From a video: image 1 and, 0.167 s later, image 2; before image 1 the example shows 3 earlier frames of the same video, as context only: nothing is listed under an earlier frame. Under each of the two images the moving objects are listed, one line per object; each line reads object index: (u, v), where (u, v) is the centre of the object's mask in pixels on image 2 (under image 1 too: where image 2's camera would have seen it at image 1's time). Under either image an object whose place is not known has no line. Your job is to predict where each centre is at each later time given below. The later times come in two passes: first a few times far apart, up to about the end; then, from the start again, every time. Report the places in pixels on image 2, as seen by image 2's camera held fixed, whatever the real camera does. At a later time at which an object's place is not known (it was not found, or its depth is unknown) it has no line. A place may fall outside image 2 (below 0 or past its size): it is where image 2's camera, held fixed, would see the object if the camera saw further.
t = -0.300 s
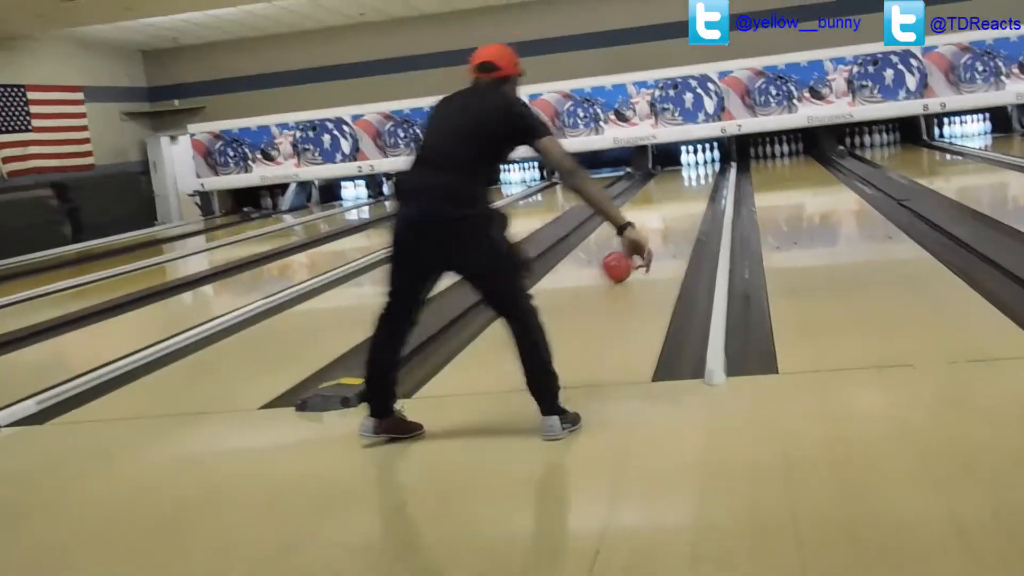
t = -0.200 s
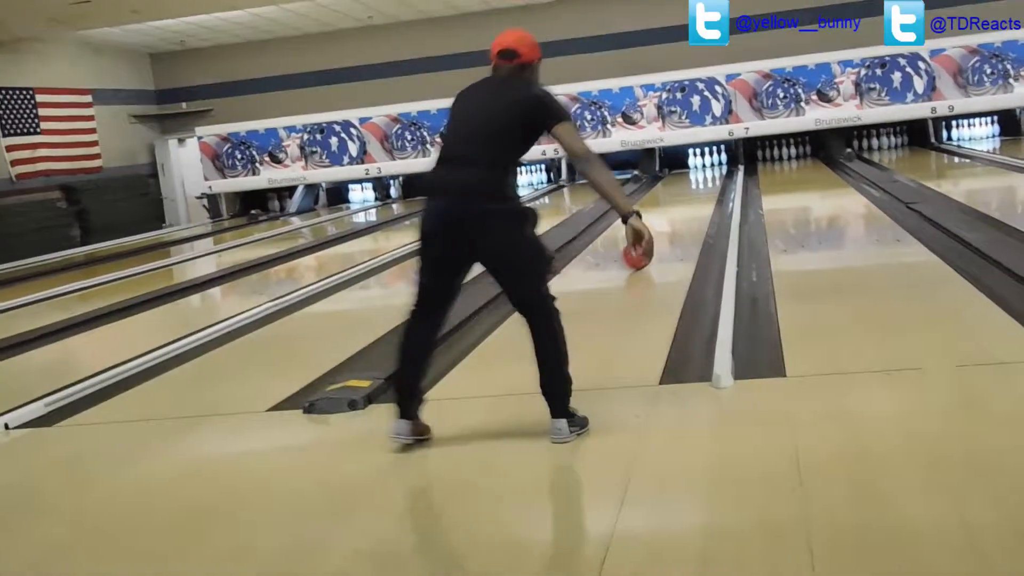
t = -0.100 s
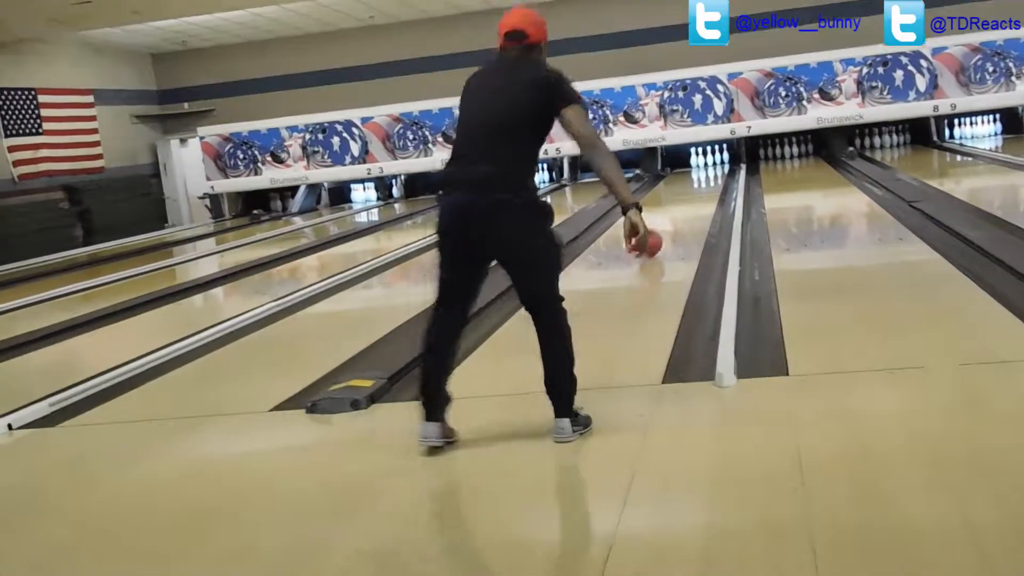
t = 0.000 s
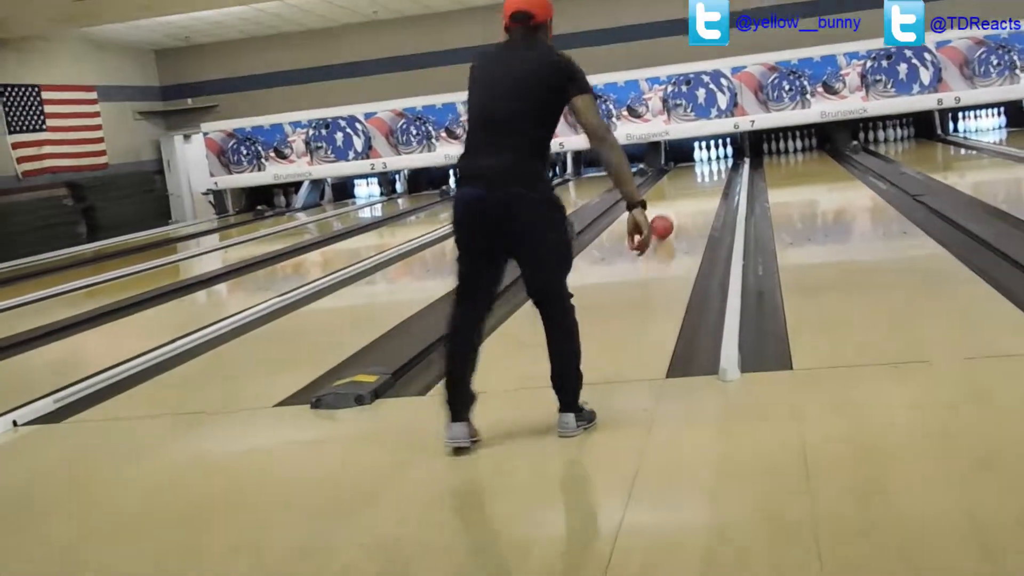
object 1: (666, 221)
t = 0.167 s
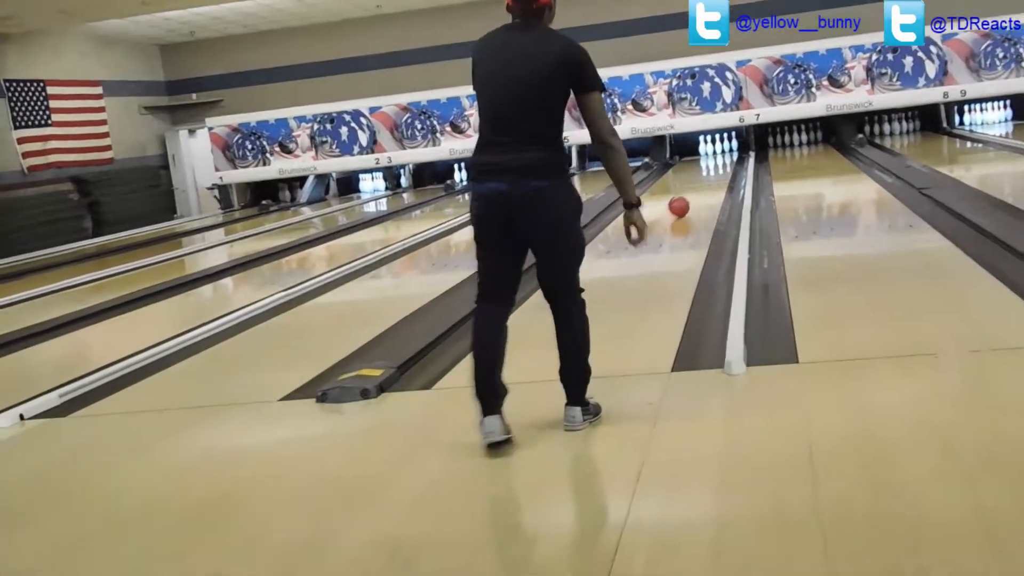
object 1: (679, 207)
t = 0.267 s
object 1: (685, 199)
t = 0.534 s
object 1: (697, 184)
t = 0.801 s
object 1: (708, 173)
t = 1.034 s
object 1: (714, 164)
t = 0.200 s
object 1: (681, 205)
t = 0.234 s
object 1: (683, 202)
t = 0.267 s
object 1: (685, 199)
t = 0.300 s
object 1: (687, 198)
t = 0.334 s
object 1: (688, 195)
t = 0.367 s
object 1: (690, 193)
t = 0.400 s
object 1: (692, 191)
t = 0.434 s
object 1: (693, 189)
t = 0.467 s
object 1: (695, 188)
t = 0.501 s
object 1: (696, 186)
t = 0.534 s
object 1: (697, 184)
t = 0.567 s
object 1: (699, 183)
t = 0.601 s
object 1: (701, 181)
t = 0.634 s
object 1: (702, 180)
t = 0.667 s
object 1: (704, 179)
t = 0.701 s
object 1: (705, 177)
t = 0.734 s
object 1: (706, 177)
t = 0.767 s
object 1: (707, 175)
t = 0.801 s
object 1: (708, 173)
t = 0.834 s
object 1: (709, 172)
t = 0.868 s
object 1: (710, 170)
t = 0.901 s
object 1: (710, 169)
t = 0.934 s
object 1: (711, 167)
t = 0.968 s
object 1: (712, 166)
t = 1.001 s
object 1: (713, 164)
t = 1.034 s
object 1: (714, 164)
